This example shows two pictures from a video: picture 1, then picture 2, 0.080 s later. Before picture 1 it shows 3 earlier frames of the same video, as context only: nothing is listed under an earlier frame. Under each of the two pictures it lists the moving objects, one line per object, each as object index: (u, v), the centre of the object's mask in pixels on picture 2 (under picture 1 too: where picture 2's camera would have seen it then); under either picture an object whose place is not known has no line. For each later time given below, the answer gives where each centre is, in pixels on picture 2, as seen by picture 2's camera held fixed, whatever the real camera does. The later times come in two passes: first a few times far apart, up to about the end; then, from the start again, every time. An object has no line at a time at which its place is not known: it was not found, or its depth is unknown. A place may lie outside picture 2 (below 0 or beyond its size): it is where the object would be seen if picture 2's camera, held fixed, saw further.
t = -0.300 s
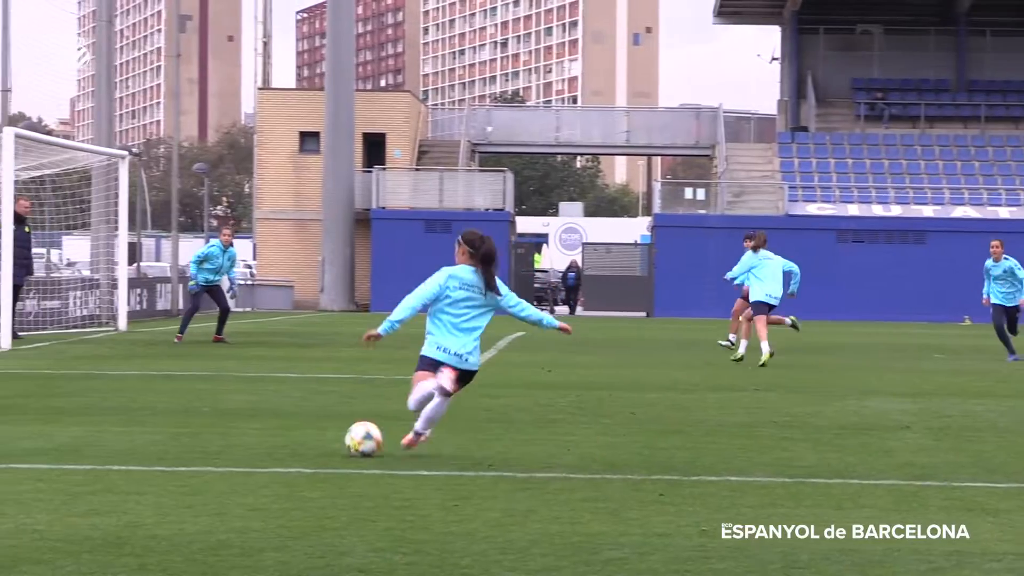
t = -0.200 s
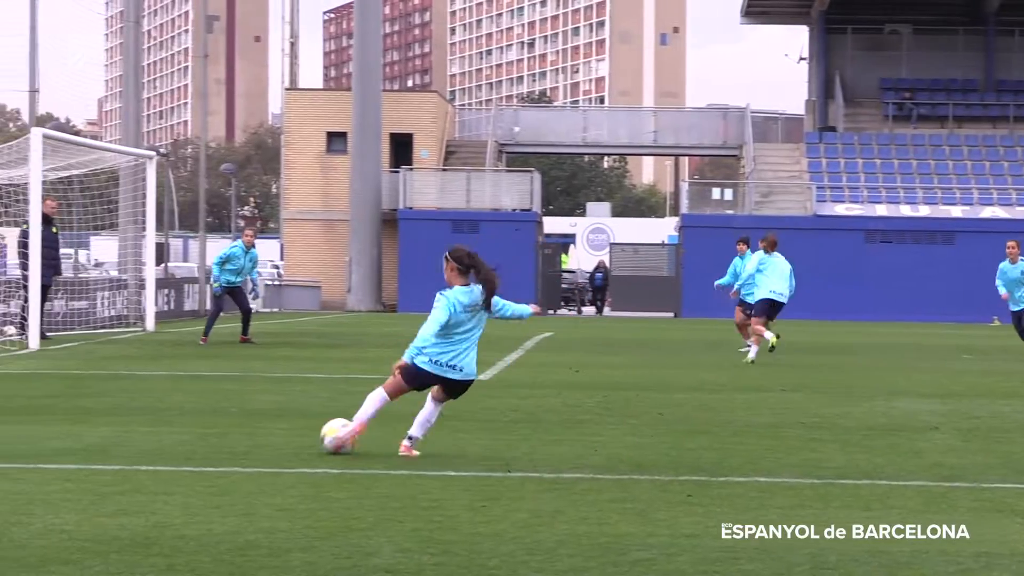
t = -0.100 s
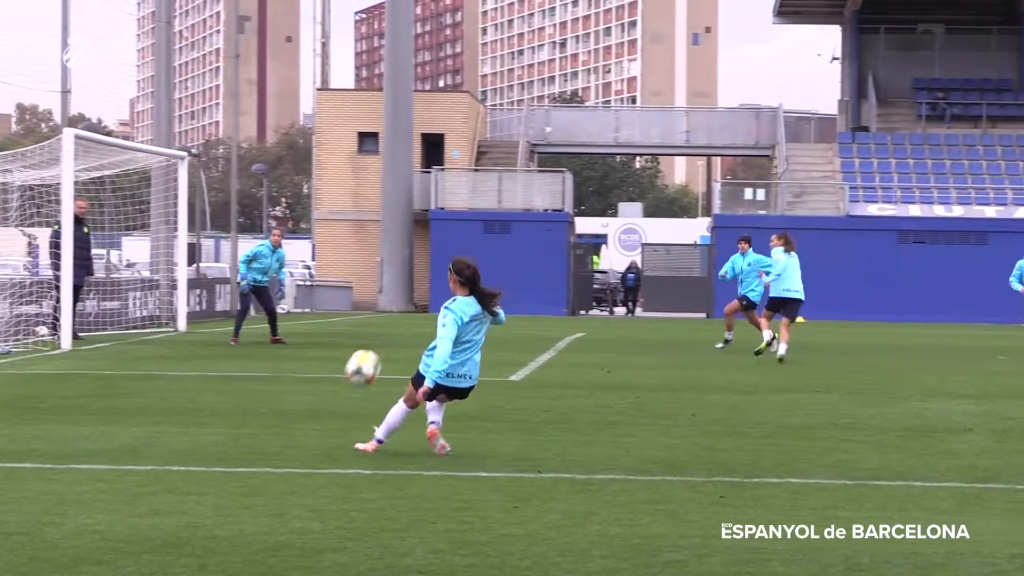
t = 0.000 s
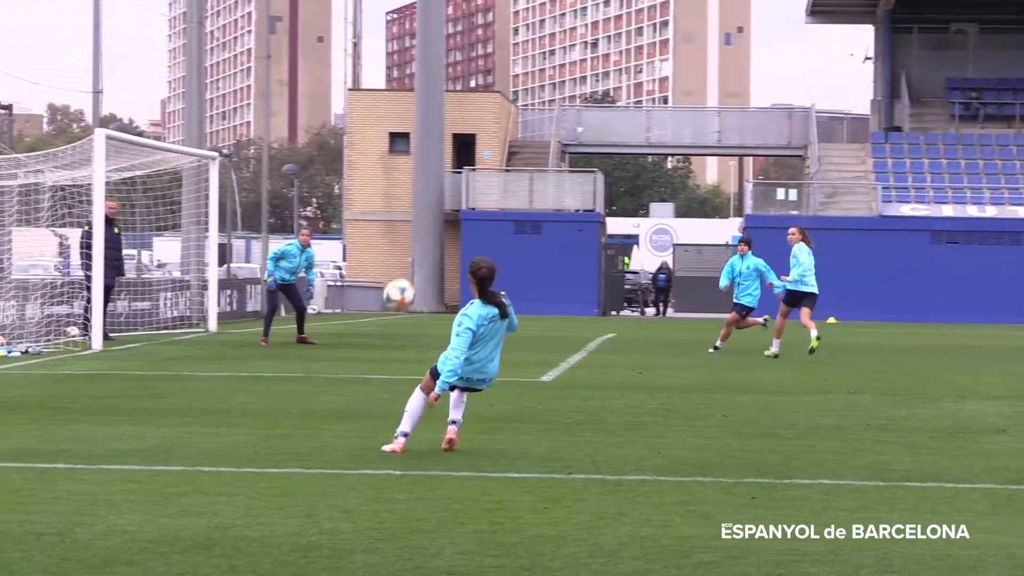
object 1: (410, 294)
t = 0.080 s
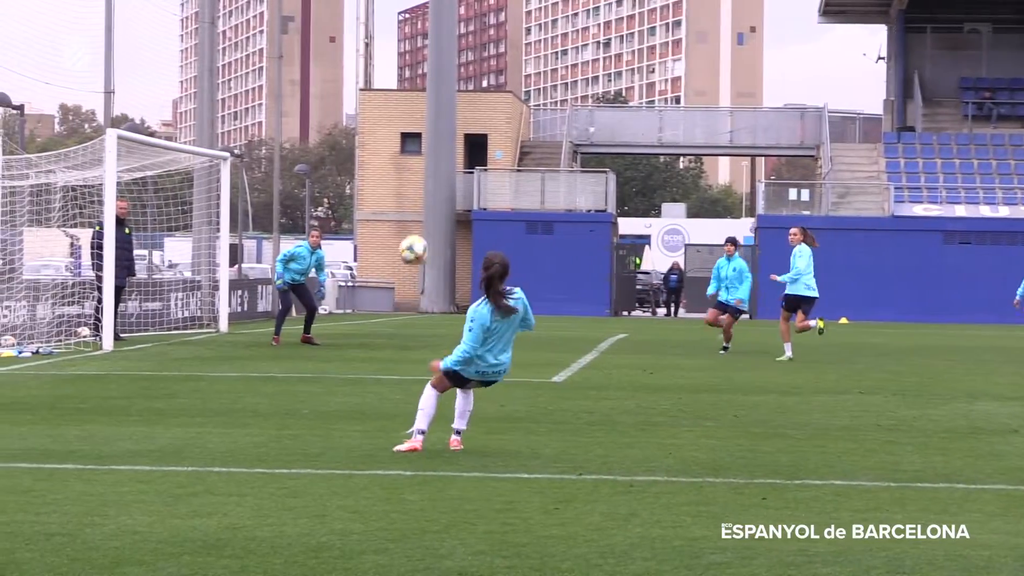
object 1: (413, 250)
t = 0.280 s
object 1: (416, 180)
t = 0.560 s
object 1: (413, 148)
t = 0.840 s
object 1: (407, 165)
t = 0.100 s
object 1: (414, 240)
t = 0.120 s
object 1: (414, 231)
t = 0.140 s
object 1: (414, 224)
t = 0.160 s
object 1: (415, 216)
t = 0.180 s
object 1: (415, 209)
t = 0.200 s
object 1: (415, 202)
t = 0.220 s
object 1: (416, 196)
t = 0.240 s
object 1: (416, 191)
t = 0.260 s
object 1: (416, 185)
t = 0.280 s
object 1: (416, 180)
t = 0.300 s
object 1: (416, 175)
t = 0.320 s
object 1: (416, 171)
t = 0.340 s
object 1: (416, 167)
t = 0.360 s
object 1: (416, 164)
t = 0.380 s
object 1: (416, 161)
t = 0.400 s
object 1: (415, 158)
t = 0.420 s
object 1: (415, 156)
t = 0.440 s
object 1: (415, 154)
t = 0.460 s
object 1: (415, 152)
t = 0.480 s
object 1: (414, 151)
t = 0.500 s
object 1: (414, 149)
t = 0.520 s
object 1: (414, 149)
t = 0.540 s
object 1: (414, 148)
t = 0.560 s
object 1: (413, 148)
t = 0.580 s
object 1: (413, 147)
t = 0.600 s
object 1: (413, 147)
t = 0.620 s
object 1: (412, 148)
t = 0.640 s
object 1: (412, 148)
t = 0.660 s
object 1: (411, 149)
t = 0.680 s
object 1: (411, 150)
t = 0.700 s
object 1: (410, 152)
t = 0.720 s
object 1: (410, 153)
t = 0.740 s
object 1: (410, 154)
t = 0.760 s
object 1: (409, 156)
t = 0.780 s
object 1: (409, 158)
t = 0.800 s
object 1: (408, 160)
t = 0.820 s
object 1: (407, 163)
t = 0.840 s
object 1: (407, 165)
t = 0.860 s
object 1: (406, 168)
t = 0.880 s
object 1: (406, 171)
